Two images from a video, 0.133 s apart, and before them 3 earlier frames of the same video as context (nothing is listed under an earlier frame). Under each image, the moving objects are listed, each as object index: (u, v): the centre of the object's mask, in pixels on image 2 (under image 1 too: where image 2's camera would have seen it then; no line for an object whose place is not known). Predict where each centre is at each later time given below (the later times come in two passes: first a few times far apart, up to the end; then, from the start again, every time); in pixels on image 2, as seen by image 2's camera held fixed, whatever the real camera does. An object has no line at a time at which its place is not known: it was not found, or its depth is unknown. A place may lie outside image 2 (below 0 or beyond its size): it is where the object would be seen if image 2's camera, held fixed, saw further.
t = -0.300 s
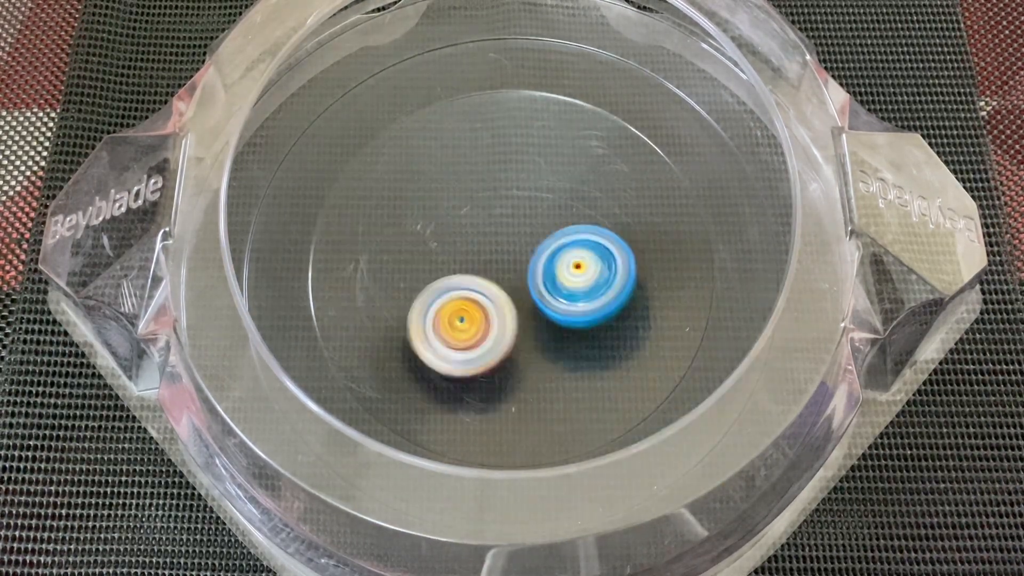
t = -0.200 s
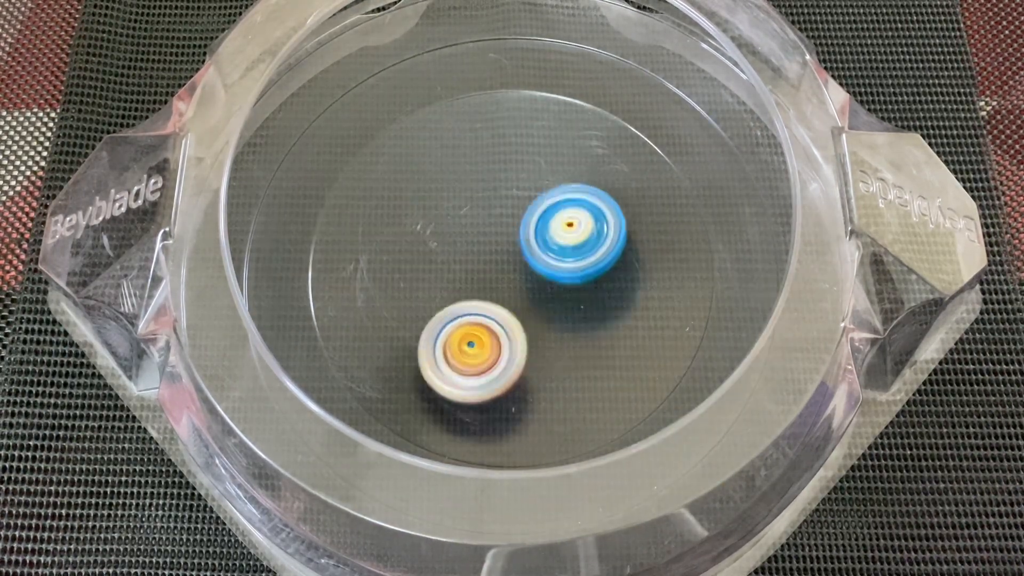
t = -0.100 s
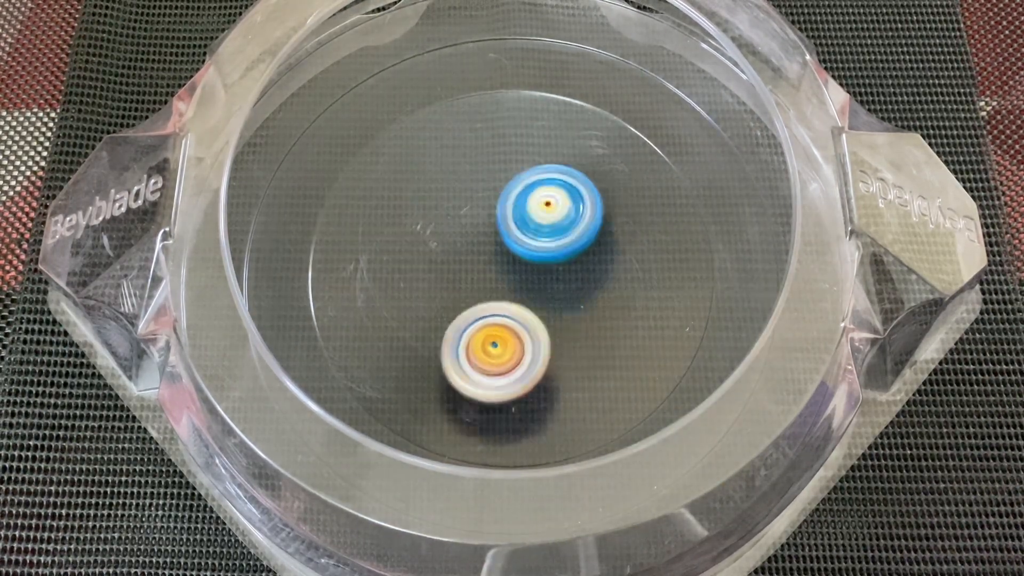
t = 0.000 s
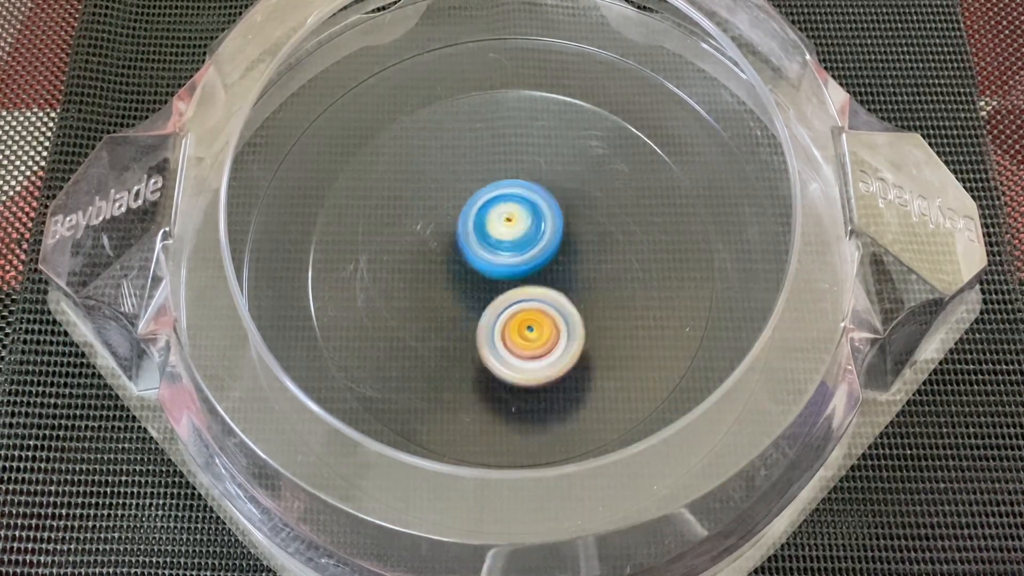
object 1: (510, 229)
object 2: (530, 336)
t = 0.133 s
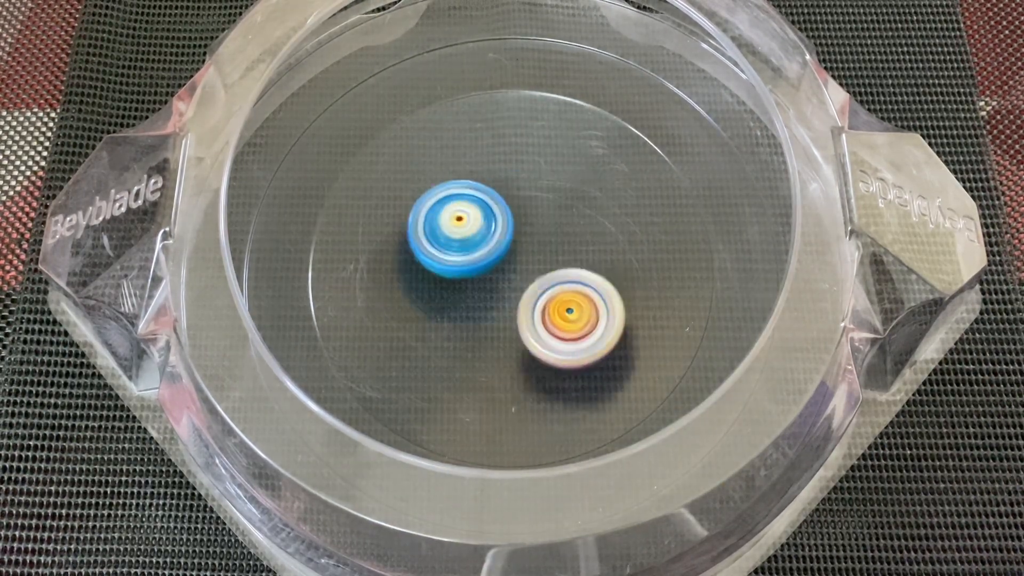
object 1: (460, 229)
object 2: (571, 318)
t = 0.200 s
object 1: (446, 244)
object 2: (573, 299)
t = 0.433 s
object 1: (364, 290)
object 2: (600, 248)
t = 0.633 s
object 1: (375, 332)
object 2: (529, 232)
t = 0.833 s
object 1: (421, 337)
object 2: (532, 253)
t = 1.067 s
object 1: (461, 316)
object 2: (535, 231)
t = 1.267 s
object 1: (443, 317)
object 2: (545, 207)
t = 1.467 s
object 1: (412, 355)
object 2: (577, 153)
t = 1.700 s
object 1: (450, 338)
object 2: (557, 148)
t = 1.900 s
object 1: (493, 306)
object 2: (536, 173)
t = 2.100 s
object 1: (504, 317)
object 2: (523, 177)
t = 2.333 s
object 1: (540, 313)
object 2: (500, 207)
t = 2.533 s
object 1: (587, 341)
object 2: (467, 181)
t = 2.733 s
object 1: (584, 285)
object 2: (456, 232)
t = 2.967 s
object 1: (676, 299)
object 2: (342, 222)
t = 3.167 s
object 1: (681, 282)
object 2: (355, 283)
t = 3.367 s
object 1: (640, 266)
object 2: (420, 309)
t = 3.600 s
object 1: (580, 245)
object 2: (475, 299)
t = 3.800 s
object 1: (557, 173)
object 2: (423, 327)
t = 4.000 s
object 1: (494, 157)
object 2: (455, 326)
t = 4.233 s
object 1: (459, 188)
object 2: (496, 296)
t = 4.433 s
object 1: (453, 202)
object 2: (525, 296)
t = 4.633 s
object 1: (436, 191)
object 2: (555, 304)
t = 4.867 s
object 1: (446, 216)
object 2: (549, 279)
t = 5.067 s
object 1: (454, 234)
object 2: (557, 279)
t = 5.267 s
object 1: (460, 249)
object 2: (567, 281)
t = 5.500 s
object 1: (450, 260)
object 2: (573, 283)
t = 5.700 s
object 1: (444, 262)
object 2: (569, 283)
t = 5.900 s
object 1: (433, 260)
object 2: (573, 286)
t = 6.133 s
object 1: (443, 255)
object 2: (561, 278)
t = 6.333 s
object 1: (452, 245)
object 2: (563, 277)
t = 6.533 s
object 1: (466, 237)
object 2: (565, 279)
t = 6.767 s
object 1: (477, 228)
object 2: (566, 285)
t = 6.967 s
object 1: (474, 214)
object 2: (563, 300)
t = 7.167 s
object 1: (481, 214)
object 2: (544, 306)
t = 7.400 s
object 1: (491, 213)
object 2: (526, 316)
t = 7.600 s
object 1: (507, 210)
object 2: (510, 314)
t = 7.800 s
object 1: (530, 205)
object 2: (496, 306)
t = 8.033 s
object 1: (568, 208)
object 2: (482, 293)
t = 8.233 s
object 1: (602, 245)
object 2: (462, 283)
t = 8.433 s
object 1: (596, 300)
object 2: (476, 278)
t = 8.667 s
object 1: (541, 354)
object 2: (493, 264)
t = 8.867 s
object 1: (479, 361)
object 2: (519, 259)
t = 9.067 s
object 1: (430, 322)
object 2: (528, 268)
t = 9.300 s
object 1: (428, 244)
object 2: (533, 277)
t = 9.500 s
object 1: (475, 202)
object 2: (529, 282)
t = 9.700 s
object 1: (542, 199)
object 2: (516, 290)
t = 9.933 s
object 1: (628, 248)
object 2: (500, 279)
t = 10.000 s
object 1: (640, 268)
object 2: (498, 269)
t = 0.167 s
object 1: (452, 235)
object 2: (574, 309)
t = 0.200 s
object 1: (446, 244)
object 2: (573, 299)
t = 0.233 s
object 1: (446, 255)
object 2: (568, 289)
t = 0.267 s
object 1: (449, 265)
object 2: (561, 279)
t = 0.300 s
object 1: (433, 272)
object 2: (572, 273)
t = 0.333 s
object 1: (407, 274)
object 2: (592, 267)
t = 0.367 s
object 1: (388, 279)
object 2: (603, 261)
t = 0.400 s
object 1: (375, 284)
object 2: (605, 255)
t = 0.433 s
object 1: (364, 290)
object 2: (600, 248)
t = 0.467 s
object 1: (358, 297)
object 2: (590, 241)
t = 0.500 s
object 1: (355, 306)
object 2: (577, 233)
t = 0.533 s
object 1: (357, 314)
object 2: (564, 228)
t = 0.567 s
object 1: (360, 321)
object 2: (551, 226)
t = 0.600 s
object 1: (366, 327)
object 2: (539, 227)
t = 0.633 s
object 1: (375, 332)
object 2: (529, 232)
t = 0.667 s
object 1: (385, 335)
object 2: (520, 238)
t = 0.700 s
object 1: (397, 336)
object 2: (513, 245)
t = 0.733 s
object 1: (409, 335)
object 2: (509, 252)
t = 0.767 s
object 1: (423, 333)
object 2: (508, 258)
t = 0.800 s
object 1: (431, 331)
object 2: (513, 260)
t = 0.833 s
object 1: (421, 337)
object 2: (532, 253)
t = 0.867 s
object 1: (419, 339)
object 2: (546, 248)
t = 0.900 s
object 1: (422, 337)
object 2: (553, 247)
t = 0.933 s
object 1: (429, 334)
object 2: (553, 248)
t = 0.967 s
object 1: (441, 331)
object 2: (549, 247)
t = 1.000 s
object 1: (455, 324)
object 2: (541, 245)
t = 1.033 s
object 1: (461, 318)
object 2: (535, 239)
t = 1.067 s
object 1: (461, 316)
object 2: (535, 231)
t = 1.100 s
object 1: (461, 311)
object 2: (533, 228)
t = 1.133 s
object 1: (461, 308)
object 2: (531, 226)
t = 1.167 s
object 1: (459, 308)
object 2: (532, 222)
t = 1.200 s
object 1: (460, 306)
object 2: (530, 221)
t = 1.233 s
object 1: (462, 304)
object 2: (528, 223)
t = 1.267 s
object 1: (443, 317)
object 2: (545, 207)
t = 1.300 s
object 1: (424, 333)
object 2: (565, 189)
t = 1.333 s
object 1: (412, 343)
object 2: (576, 177)
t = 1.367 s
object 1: (408, 347)
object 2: (582, 169)
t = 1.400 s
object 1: (408, 351)
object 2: (582, 162)
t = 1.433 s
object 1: (410, 353)
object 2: (579, 156)
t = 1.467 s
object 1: (412, 355)
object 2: (577, 153)
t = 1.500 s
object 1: (415, 355)
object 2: (574, 149)
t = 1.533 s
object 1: (419, 354)
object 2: (572, 147)
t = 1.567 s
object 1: (424, 353)
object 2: (569, 145)
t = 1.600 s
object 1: (430, 350)
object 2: (566, 145)
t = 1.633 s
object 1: (436, 347)
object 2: (563, 145)
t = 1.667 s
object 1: (443, 343)
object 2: (560, 146)
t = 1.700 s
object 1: (450, 338)
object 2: (557, 148)
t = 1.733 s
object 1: (458, 333)
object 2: (554, 151)
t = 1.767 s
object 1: (465, 328)
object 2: (550, 154)
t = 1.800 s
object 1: (473, 323)
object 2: (547, 158)
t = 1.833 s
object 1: (480, 317)
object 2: (543, 163)
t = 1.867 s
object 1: (487, 312)
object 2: (540, 168)
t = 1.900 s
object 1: (493, 306)
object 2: (536, 173)
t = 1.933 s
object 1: (499, 300)
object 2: (532, 180)
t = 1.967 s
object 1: (504, 293)
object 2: (529, 186)
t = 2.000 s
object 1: (507, 292)
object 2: (526, 189)
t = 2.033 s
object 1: (507, 293)
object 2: (524, 190)
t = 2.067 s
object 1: (507, 300)
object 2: (522, 188)
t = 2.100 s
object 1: (504, 317)
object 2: (523, 177)
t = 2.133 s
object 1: (500, 329)
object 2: (523, 174)
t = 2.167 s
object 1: (502, 334)
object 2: (519, 178)
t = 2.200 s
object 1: (505, 336)
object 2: (514, 183)
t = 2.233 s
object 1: (512, 333)
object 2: (510, 191)
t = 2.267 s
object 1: (522, 326)
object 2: (506, 199)
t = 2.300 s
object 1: (530, 315)
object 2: (503, 207)
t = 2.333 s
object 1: (540, 313)
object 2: (500, 207)
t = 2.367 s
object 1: (554, 332)
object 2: (492, 186)
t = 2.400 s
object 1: (565, 344)
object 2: (486, 173)
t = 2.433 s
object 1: (573, 351)
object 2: (481, 167)
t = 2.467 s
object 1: (578, 351)
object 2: (476, 170)
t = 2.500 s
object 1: (583, 347)
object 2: (472, 175)
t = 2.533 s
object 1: (587, 341)
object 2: (467, 181)
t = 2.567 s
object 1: (590, 330)
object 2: (463, 189)
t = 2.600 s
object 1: (594, 320)
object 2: (460, 196)
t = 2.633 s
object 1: (594, 310)
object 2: (458, 205)
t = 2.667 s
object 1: (592, 299)
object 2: (457, 213)
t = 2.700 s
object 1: (590, 292)
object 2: (456, 223)
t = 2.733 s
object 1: (584, 285)
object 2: (456, 232)
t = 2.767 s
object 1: (577, 279)
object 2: (456, 240)
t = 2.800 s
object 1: (569, 274)
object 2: (458, 250)
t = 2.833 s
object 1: (591, 279)
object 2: (434, 243)
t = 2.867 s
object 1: (626, 288)
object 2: (399, 231)
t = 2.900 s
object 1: (652, 294)
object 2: (372, 223)
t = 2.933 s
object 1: (669, 298)
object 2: (354, 220)
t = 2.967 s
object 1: (676, 299)
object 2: (342, 222)
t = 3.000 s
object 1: (680, 298)
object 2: (338, 230)
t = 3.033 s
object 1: (682, 295)
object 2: (336, 241)
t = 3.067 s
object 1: (683, 292)
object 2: (338, 252)
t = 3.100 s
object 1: (684, 288)
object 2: (342, 264)
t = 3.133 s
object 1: (683, 285)
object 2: (348, 274)
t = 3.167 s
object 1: (681, 282)
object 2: (355, 283)
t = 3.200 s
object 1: (677, 279)
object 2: (364, 291)
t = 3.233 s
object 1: (672, 276)
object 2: (375, 298)
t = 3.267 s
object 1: (665, 273)
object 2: (385, 303)
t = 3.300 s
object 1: (658, 270)
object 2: (398, 306)
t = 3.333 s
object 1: (649, 268)
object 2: (409, 308)
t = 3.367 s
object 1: (640, 266)
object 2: (420, 309)
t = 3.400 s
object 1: (632, 264)
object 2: (432, 309)
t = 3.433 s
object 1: (623, 262)
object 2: (442, 308)
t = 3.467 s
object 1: (613, 260)
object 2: (454, 307)
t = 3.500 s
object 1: (603, 258)
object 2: (463, 305)
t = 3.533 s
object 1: (594, 256)
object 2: (473, 302)
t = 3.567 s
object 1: (583, 254)
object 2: (481, 299)
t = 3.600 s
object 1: (580, 245)
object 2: (475, 299)
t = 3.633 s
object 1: (577, 237)
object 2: (471, 300)
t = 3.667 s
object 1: (566, 231)
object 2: (471, 299)
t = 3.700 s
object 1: (550, 227)
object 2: (472, 299)
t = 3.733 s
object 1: (558, 207)
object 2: (450, 312)
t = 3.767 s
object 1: (560, 188)
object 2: (432, 321)
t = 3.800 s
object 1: (557, 173)
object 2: (423, 327)
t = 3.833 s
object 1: (548, 163)
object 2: (422, 330)
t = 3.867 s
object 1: (535, 156)
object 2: (428, 331)
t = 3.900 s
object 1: (522, 153)
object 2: (435, 331)
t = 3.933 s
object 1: (510, 154)
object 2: (441, 329)
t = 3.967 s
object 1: (501, 155)
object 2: (448, 328)
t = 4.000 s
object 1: (494, 157)
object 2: (455, 326)
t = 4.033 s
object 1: (488, 161)
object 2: (461, 322)
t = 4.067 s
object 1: (483, 164)
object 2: (468, 319)
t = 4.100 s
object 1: (477, 168)
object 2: (475, 315)
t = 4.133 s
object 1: (473, 173)
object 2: (481, 311)
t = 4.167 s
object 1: (468, 178)
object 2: (486, 307)
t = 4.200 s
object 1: (463, 183)
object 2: (491, 302)
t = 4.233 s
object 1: (459, 188)
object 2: (496, 296)
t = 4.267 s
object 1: (455, 195)
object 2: (500, 291)
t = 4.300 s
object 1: (451, 195)
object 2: (506, 292)
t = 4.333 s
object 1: (449, 193)
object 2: (510, 295)
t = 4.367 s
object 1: (450, 197)
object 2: (514, 294)
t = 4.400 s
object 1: (453, 203)
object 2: (517, 291)
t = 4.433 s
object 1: (453, 202)
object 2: (525, 296)
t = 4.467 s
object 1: (448, 193)
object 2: (538, 308)
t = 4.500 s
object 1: (445, 189)
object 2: (547, 314)
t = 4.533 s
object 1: (443, 189)
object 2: (551, 315)
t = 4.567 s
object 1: (440, 190)
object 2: (553, 313)
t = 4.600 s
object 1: (438, 190)
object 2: (554, 309)
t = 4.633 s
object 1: (436, 191)
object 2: (555, 304)
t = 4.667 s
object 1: (436, 193)
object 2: (557, 300)
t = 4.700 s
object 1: (436, 195)
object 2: (556, 296)
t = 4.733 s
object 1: (437, 198)
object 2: (555, 291)
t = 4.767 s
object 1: (438, 201)
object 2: (555, 287)
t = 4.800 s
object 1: (440, 206)
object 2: (554, 284)
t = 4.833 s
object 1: (443, 211)
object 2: (552, 282)
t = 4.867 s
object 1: (446, 216)
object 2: (549, 279)
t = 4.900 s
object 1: (450, 222)
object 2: (546, 276)
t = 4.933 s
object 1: (451, 225)
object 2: (547, 275)
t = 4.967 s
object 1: (451, 226)
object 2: (550, 276)
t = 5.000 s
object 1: (453, 230)
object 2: (551, 276)
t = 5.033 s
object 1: (451, 230)
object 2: (555, 278)
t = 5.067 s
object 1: (454, 234)
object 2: (557, 279)
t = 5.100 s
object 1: (457, 239)
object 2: (557, 279)
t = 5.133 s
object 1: (455, 241)
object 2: (563, 282)
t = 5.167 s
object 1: (452, 242)
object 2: (566, 283)
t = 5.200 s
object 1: (454, 244)
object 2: (567, 282)
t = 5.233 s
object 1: (458, 248)
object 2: (566, 281)
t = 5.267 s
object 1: (460, 249)
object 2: (567, 281)
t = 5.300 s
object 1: (451, 245)
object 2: (579, 285)
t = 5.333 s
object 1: (449, 245)
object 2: (585, 287)
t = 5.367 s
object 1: (447, 248)
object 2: (587, 287)
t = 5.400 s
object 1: (446, 251)
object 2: (586, 287)
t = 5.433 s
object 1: (446, 254)
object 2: (583, 286)
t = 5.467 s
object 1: (448, 257)
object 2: (579, 284)
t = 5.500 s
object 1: (450, 260)
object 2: (573, 283)
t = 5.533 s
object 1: (453, 263)
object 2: (567, 282)
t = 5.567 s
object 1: (456, 265)
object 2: (562, 281)
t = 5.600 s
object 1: (445, 261)
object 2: (571, 283)
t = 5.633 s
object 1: (441, 258)
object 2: (573, 284)
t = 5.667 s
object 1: (442, 259)
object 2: (572, 284)
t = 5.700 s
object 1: (444, 262)
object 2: (569, 283)
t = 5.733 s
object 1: (447, 265)
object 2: (565, 282)
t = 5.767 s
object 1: (450, 268)
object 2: (560, 281)
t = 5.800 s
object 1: (450, 267)
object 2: (559, 281)
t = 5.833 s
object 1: (450, 267)
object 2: (560, 282)
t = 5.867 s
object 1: (450, 267)
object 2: (559, 282)
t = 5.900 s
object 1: (433, 260)
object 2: (573, 286)
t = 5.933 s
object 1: (423, 255)
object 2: (580, 288)
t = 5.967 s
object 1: (420, 251)
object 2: (581, 287)
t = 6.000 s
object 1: (422, 250)
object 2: (578, 286)
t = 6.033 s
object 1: (426, 250)
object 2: (575, 284)
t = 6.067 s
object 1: (431, 252)
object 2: (570, 282)
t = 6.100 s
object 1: (437, 254)
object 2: (566, 280)
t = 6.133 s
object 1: (443, 255)
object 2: (561, 278)
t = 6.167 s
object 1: (450, 257)
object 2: (557, 277)
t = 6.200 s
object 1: (448, 254)
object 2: (561, 277)
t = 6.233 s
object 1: (449, 251)
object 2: (561, 277)
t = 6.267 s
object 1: (453, 249)
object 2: (558, 275)
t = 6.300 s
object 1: (452, 246)
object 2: (561, 277)
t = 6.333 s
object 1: (452, 245)
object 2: (563, 277)
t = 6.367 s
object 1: (456, 244)
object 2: (561, 277)
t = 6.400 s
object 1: (457, 242)
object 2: (562, 277)
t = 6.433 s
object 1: (458, 239)
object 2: (566, 279)
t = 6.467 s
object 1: (460, 238)
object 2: (566, 279)
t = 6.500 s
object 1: (464, 238)
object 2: (564, 278)
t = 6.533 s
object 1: (466, 237)
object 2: (565, 279)
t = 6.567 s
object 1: (468, 235)
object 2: (566, 280)
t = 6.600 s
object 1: (471, 234)
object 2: (565, 281)
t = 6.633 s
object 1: (468, 227)
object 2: (572, 285)
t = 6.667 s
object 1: (468, 224)
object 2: (572, 286)
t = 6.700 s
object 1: (471, 223)
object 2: (570, 286)
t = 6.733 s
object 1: (474, 225)
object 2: (568, 285)
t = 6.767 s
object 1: (477, 228)
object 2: (566, 285)
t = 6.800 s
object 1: (476, 225)
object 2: (568, 288)
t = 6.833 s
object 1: (474, 220)
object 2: (569, 291)
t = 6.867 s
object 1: (475, 221)
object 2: (566, 292)
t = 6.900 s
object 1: (477, 223)
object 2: (563, 291)
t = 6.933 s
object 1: (479, 223)
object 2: (560, 293)
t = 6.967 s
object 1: (474, 214)
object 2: (563, 300)
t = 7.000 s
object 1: (474, 211)
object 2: (560, 303)
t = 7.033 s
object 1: (476, 212)
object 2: (557, 304)
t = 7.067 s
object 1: (479, 214)
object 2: (553, 304)
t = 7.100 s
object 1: (480, 217)
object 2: (550, 302)
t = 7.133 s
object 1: (482, 220)
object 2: (545, 300)
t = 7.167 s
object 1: (481, 214)
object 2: (544, 306)
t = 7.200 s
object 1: (482, 211)
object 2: (543, 310)
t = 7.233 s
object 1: (484, 211)
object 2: (539, 310)
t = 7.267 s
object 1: (486, 214)
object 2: (535, 309)
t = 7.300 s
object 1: (487, 217)
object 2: (533, 306)
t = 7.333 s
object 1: (488, 215)
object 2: (531, 310)
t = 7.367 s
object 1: (490, 211)
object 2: (529, 316)
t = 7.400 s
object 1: (491, 213)
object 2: (526, 316)
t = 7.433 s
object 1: (494, 216)
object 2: (522, 314)
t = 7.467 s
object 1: (496, 217)
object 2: (520, 313)
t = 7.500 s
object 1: (499, 215)
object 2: (517, 315)
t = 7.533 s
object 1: (502, 215)
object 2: (515, 314)
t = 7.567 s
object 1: (504, 211)
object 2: (513, 317)
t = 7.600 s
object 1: (507, 210)
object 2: (510, 314)
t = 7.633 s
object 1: (509, 210)
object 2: (509, 311)
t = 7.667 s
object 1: (512, 209)
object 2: (507, 310)
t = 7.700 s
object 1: (515, 208)
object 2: (503, 307)
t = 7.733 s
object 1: (520, 206)
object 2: (501, 305)
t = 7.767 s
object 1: (525, 205)
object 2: (499, 306)
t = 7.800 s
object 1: (530, 205)
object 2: (496, 306)
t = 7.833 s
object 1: (532, 206)
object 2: (494, 303)
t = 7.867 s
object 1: (536, 207)
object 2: (493, 301)
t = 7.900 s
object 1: (541, 208)
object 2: (492, 300)
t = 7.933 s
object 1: (546, 208)
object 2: (492, 296)
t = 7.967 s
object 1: (550, 211)
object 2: (490, 293)
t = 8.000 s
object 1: (561, 208)
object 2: (484, 295)
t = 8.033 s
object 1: (568, 208)
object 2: (482, 293)
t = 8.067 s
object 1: (571, 213)
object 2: (481, 292)
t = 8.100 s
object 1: (573, 218)
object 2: (484, 290)
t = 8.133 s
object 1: (574, 224)
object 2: (486, 287)
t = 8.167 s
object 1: (577, 232)
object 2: (484, 286)
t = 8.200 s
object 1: (593, 237)
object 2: (469, 285)
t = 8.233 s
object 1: (602, 245)
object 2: (462, 283)
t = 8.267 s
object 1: (607, 253)
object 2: (461, 282)
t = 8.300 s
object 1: (607, 262)
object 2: (464, 280)
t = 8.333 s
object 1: (606, 272)
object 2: (466, 279)
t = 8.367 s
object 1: (605, 281)
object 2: (471, 279)
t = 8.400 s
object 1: (600, 291)
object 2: (473, 278)
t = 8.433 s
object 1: (596, 300)
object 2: (476, 278)
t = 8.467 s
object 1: (588, 309)
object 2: (481, 277)
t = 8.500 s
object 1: (580, 318)
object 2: (483, 277)
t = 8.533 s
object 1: (574, 326)
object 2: (484, 273)
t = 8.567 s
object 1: (567, 335)
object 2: (486, 269)
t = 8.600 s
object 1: (558, 340)
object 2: (489, 268)
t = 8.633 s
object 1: (549, 348)
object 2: (492, 267)
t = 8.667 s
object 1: (541, 354)
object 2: (493, 264)
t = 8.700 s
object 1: (530, 358)
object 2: (498, 265)
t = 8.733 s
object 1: (521, 359)
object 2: (501, 265)
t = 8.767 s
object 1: (509, 359)
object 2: (503, 266)
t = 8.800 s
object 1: (497, 362)
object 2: (508, 261)
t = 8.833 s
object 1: (485, 362)
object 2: (514, 259)
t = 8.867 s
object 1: (479, 361)
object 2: (519, 259)
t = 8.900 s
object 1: (467, 360)
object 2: (523, 260)
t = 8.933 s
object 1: (457, 356)
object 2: (524, 262)
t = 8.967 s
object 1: (449, 350)
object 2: (525, 263)
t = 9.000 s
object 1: (441, 342)
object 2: (527, 264)
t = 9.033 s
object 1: (435, 334)
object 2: (527, 266)
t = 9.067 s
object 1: (430, 322)
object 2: (528, 268)
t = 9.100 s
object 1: (427, 312)
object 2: (527, 269)
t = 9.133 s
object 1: (425, 300)
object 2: (528, 271)
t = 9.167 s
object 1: (425, 288)
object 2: (528, 272)
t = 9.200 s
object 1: (419, 276)
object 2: (535, 274)
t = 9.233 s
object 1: (419, 263)
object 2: (536, 275)
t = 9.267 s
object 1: (424, 253)
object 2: (536, 277)
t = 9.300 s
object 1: (428, 244)
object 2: (533, 277)
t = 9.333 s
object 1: (434, 236)
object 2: (532, 278)
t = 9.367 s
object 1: (441, 228)
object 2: (530, 278)
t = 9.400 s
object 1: (446, 219)
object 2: (533, 281)
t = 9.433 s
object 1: (454, 209)
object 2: (533, 282)
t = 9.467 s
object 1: (467, 205)
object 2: (531, 283)
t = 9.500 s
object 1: (475, 202)
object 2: (529, 282)
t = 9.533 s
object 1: (485, 194)
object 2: (529, 287)
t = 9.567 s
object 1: (497, 191)
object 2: (526, 288)
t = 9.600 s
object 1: (508, 193)
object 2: (526, 287)
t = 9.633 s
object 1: (518, 194)
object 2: (525, 287)
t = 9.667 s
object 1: (531, 195)
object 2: (521, 290)
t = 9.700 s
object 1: (542, 199)
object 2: (516, 290)
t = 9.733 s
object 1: (555, 203)
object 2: (514, 290)
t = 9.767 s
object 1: (568, 209)
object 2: (510, 288)
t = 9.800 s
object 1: (580, 216)
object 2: (511, 286)
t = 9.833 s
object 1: (596, 222)
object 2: (505, 287)
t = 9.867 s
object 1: (609, 229)
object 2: (503, 286)
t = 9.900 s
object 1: (621, 238)
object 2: (503, 283)
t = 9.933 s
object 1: (628, 248)
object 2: (500, 279)
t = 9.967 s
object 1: (635, 258)
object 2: (497, 274)
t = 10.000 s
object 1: (640, 268)
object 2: (498, 269)
